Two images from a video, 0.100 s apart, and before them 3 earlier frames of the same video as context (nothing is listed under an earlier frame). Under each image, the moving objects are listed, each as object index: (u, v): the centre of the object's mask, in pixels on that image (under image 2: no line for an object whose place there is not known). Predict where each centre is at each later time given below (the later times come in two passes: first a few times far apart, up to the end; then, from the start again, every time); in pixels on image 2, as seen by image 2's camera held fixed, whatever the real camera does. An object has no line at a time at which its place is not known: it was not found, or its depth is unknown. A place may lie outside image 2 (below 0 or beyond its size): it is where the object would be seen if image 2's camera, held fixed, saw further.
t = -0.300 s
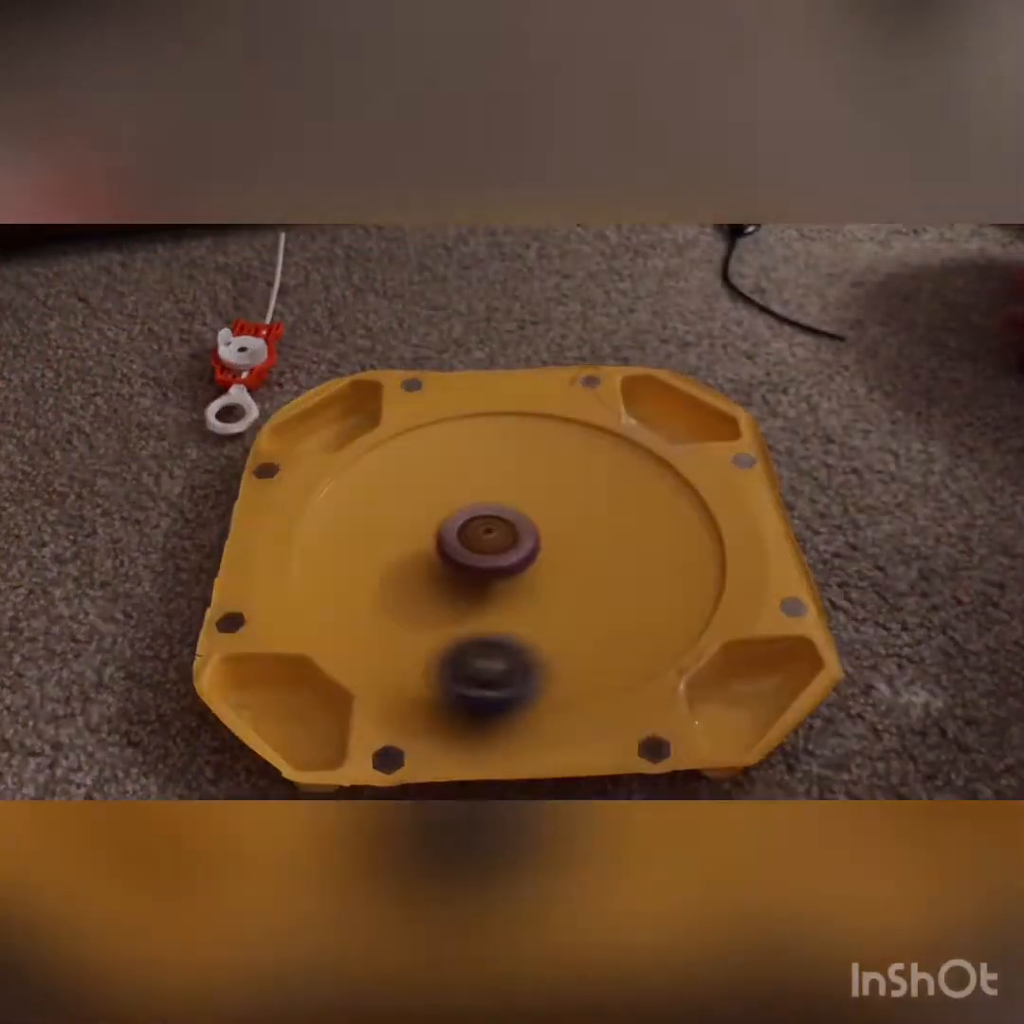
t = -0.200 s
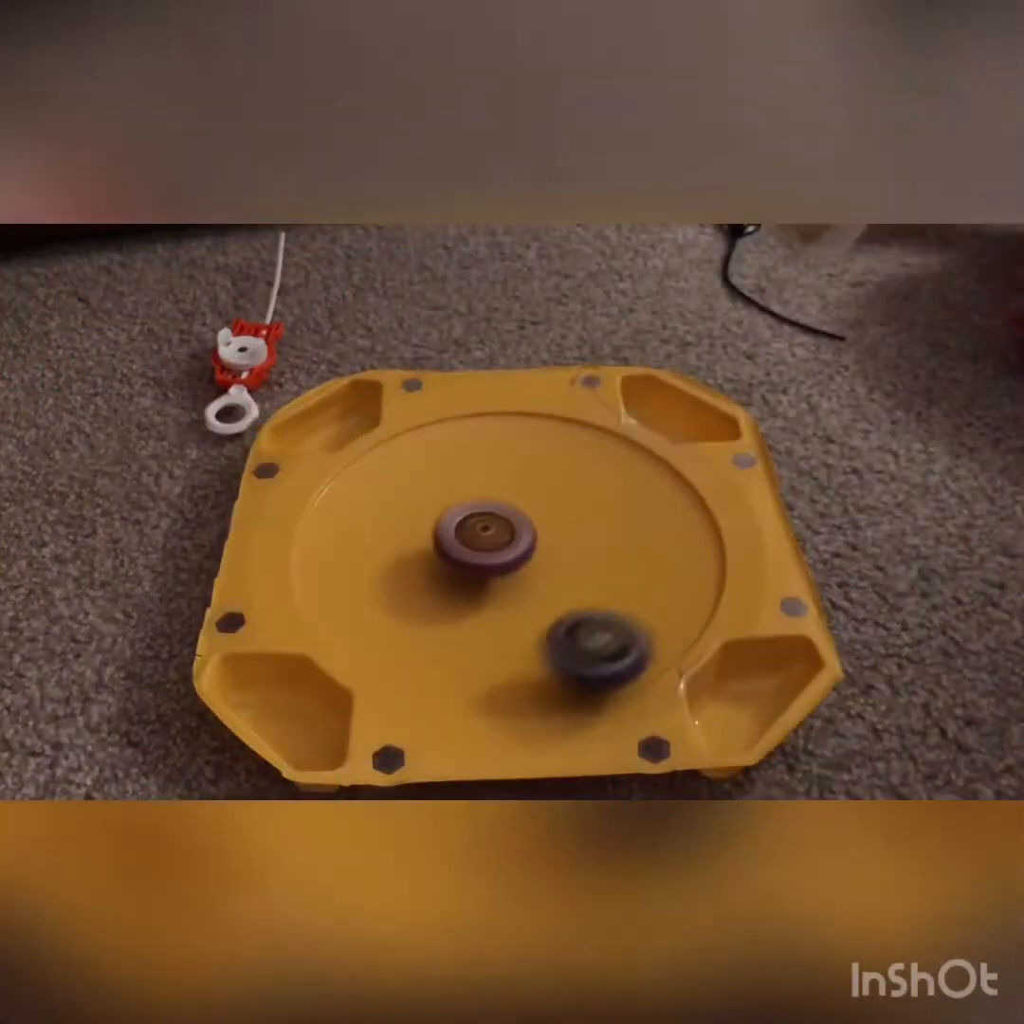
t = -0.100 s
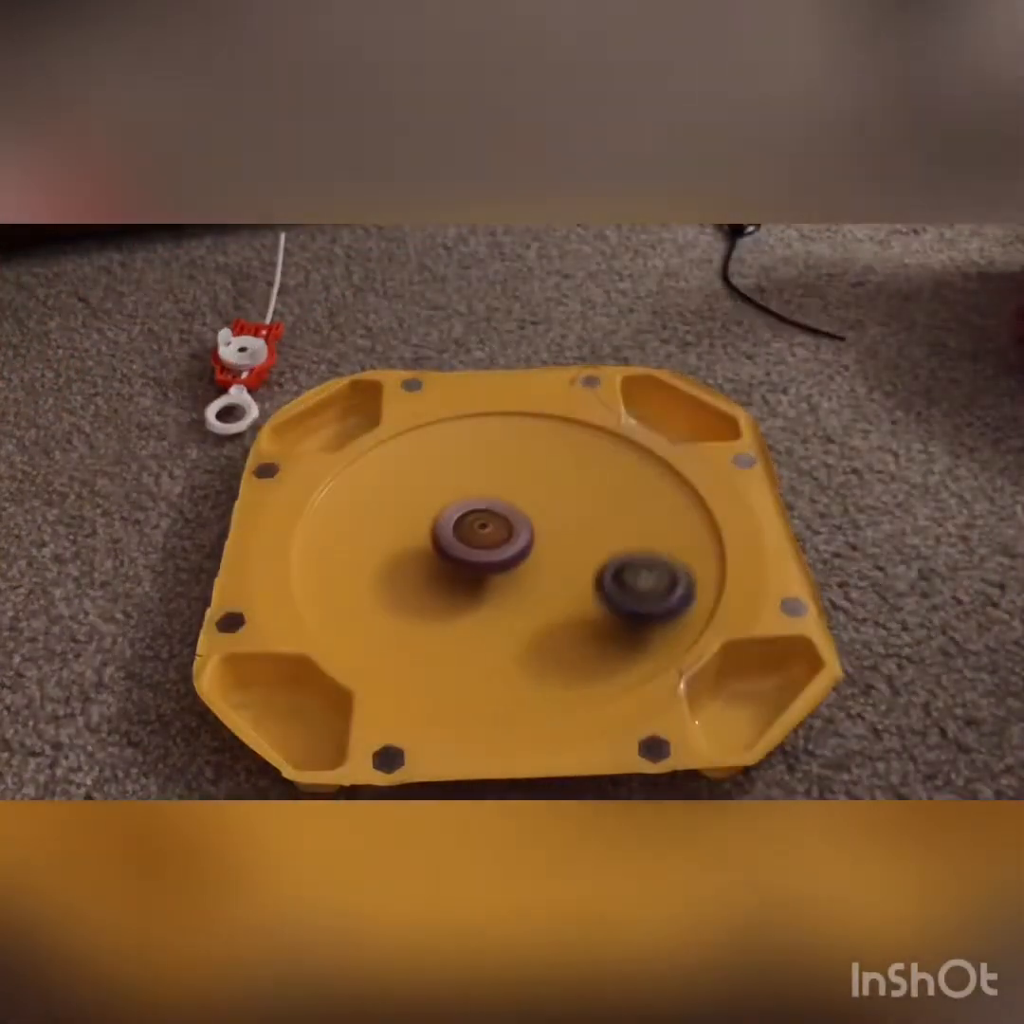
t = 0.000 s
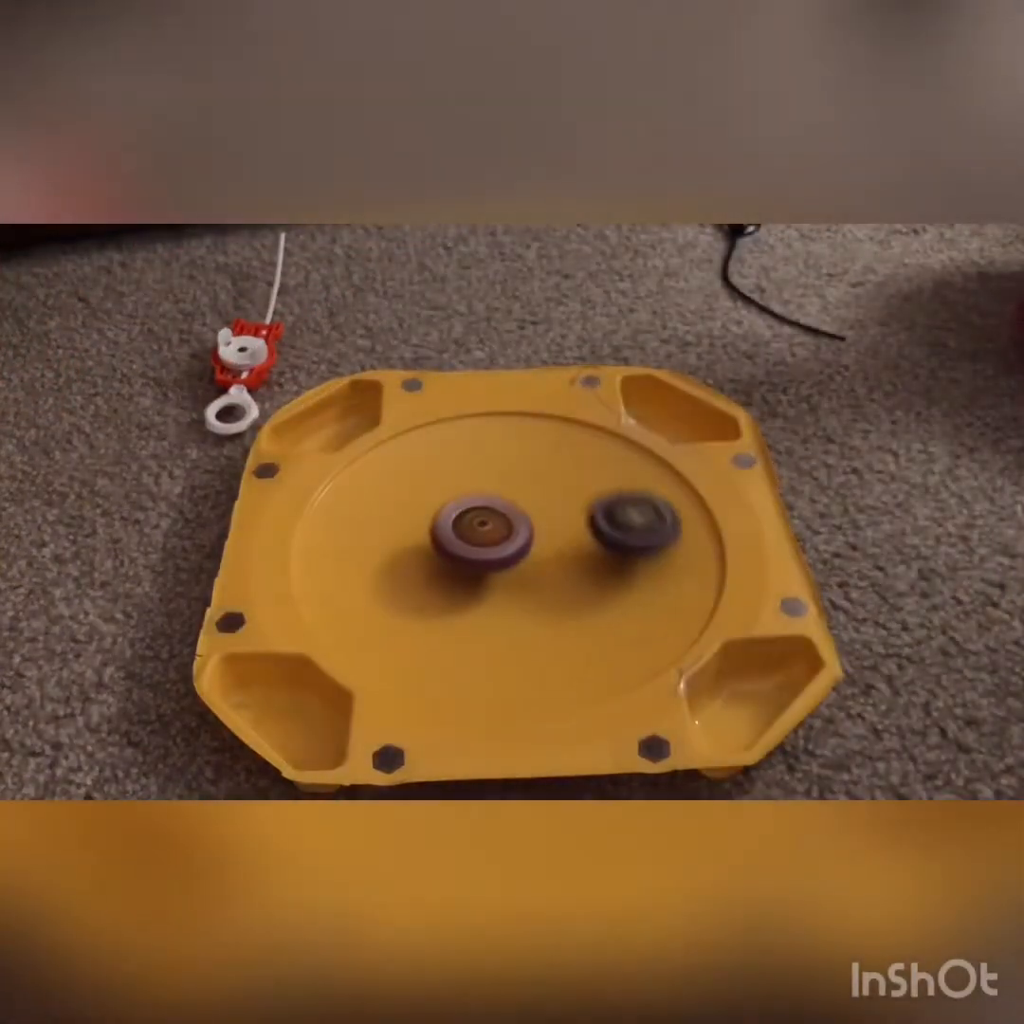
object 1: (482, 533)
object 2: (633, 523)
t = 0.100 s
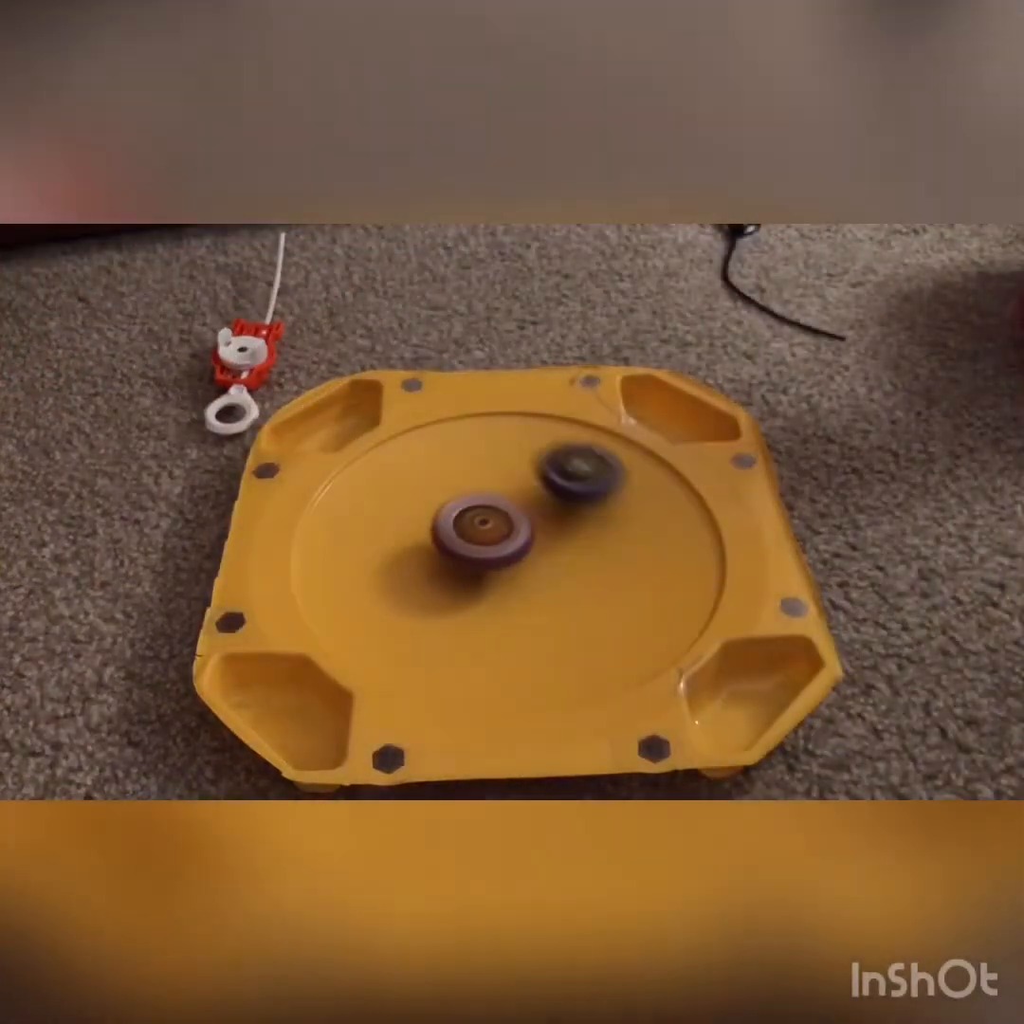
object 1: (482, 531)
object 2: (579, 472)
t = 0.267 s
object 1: (489, 528)
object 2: (449, 432)
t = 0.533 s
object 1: (500, 524)
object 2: (307, 539)
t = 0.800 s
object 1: (511, 523)
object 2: (529, 617)
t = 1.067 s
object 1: (519, 527)
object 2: (648, 478)
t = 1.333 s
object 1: (526, 534)
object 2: (487, 407)
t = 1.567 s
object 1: (527, 539)
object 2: (386, 520)
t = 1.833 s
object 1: (522, 543)
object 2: (543, 639)
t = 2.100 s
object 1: (510, 546)
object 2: (710, 538)
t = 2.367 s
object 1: (499, 547)
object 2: (553, 455)
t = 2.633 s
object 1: (493, 544)
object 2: (362, 513)
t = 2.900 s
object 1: (491, 536)
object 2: (406, 648)
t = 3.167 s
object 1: (493, 530)
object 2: (607, 589)
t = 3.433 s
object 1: (500, 526)
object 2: (562, 452)
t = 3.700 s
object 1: (510, 525)
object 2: (390, 435)
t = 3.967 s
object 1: (517, 528)
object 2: (385, 569)
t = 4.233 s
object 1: (523, 534)
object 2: (598, 600)
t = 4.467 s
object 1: (524, 539)
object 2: (689, 498)
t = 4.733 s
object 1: (519, 544)
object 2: (540, 441)
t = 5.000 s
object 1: (508, 544)
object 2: (399, 530)
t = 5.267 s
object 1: (497, 542)
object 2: (460, 652)
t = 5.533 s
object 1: (493, 539)
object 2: (625, 591)
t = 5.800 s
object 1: (492, 534)
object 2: (552, 475)
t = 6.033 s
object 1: (499, 530)
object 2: (409, 451)
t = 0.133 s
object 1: (484, 530)
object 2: (555, 459)
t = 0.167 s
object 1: (485, 530)
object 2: (531, 448)
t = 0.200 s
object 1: (486, 529)
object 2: (504, 440)
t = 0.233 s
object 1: (487, 529)
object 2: (477, 435)
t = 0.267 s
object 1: (489, 528)
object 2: (449, 432)
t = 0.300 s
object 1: (490, 528)
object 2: (422, 433)
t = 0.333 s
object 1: (491, 527)
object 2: (393, 437)
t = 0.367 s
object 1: (492, 527)
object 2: (368, 444)
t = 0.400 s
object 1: (494, 526)
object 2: (343, 454)
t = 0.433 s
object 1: (496, 526)
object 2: (323, 469)
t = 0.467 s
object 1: (498, 525)
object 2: (313, 491)
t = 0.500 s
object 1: (499, 525)
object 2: (307, 515)
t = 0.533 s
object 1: (500, 524)
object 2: (307, 539)
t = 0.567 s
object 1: (502, 524)
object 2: (317, 561)
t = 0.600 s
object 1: (503, 523)
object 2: (336, 581)
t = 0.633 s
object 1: (505, 523)
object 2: (362, 599)
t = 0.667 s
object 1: (506, 523)
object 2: (393, 612)
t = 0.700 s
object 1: (508, 523)
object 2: (427, 620)
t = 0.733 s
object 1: (509, 523)
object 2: (460, 624)
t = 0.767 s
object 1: (510, 522)
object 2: (495, 622)
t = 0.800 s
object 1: (511, 523)
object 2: (529, 617)
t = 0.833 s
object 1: (512, 523)
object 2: (558, 606)
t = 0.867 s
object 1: (513, 524)
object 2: (585, 593)
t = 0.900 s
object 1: (514, 524)
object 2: (607, 577)
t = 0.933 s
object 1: (515, 524)
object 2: (625, 558)
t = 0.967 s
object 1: (516, 525)
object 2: (638, 538)
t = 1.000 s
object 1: (517, 525)
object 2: (646, 519)
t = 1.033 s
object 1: (518, 526)
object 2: (650, 499)
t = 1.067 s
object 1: (519, 527)
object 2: (648, 478)
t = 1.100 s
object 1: (520, 528)
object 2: (640, 459)
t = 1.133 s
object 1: (521, 529)
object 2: (628, 442)
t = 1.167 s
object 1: (522, 530)
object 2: (610, 428)
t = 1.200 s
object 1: (523, 531)
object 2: (589, 414)
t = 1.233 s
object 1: (524, 532)
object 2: (566, 406)
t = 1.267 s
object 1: (525, 532)
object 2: (540, 402)
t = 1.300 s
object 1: (525, 533)
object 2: (513, 403)
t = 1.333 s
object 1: (526, 534)
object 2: (487, 407)
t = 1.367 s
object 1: (527, 535)
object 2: (462, 415)
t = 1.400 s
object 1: (527, 536)
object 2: (440, 427)
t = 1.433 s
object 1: (528, 537)
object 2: (421, 442)
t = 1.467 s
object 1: (528, 537)
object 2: (406, 460)
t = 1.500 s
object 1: (528, 538)
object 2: (394, 478)
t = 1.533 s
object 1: (528, 539)
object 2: (388, 498)
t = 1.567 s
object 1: (527, 539)
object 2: (386, 520)
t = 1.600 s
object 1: (527, 539)
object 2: (389, 541)
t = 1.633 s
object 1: (527, 540)
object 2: (399, 561)
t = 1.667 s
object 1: (527, 540)
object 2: (412, 581)
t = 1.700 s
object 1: (527, 541)
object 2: (431, 599)
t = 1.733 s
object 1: (526, 541)
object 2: (454, 614)
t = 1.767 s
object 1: (525, 541)
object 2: (481, 627)
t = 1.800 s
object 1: (524, 542)
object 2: (512, 635)
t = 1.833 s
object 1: (522, 543)
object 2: (543, 639)
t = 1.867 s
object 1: (521, 543)
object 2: (574, 639)
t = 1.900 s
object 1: (519, 544)
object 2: (605, 635)
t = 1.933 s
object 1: (518, 544)
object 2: (634, 625)
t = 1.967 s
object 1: (516, 544)
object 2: (661, 611)
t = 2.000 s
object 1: (515, 545)
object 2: (681, 596)
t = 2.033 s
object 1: (513, 545)
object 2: (698, 577)
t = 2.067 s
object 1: (512, 546)
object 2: (707, 558)
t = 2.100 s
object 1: (510, 546)
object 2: (710, 538)
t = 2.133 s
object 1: (508, 546)
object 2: (705, 520)
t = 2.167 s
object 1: (507, 546)
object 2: (694, 502)
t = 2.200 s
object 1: (505, 547)
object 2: (677, 488)
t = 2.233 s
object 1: (504, 547)
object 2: (656, 476)
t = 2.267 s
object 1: (502, 547)
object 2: (632, 467)
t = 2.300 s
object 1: (501, 547)
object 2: (606, 460)
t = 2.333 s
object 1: (499, 548)
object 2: (579, 457)
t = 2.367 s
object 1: (499, 547)
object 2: (553, 455)
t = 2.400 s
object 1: (497, 547)
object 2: (526, 456)
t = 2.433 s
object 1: (497, 546)
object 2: (499, 459)
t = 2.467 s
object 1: (496, 546)
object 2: (473, 463)
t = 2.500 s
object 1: (495, 546)
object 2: (447, 470)
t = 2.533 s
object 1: (494, 545)
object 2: (423, 478)
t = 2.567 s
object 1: (493, 545)
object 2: (401, 488)
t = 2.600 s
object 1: (493, 544)
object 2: (380, 500)
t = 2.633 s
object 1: (493, 544)
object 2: (362, 513)
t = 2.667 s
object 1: (492, 543)
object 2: (347, 529)
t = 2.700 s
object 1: (492, 542)
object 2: (337, 546)
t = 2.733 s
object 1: (491, 541)
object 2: (332, 564)
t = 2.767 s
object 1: (491, 540)
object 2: (333, 582)
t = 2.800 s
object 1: (491, 539)
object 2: (341, 601)
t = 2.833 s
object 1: (491, 538)
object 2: (356, 618)
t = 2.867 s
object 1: (491, 537)
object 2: (378, 635)
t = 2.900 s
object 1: (491, 536)
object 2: (406, 648)
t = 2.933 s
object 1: (491, 535)
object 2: (436, 657)
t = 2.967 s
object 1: (491, 534)
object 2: (469, 661)
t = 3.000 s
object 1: (491, 533)
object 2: (502, 659)
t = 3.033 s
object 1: (491, 533)
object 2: (530, 651)
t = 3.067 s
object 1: (491, 532)
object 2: (557, 639)
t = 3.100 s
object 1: (492, 531)
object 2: (578, 625)
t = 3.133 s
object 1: (492, 531)
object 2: (594, 608)
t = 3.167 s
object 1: (493, 530)
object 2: (607, 589)
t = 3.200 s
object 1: (493, 530)
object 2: (614, 570)
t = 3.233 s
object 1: (494, 529)
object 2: (618, 551)
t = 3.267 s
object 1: (495, 528)
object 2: (617, 532)
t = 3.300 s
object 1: (496, 527)
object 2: (613, 514)
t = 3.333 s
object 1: (497, 527)
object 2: (604, 496)
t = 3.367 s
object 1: (497, 526)
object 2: (592, 479)
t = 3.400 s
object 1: (499, 526)
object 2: (578, 465)
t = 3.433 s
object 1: (500, 526)
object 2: (562, 452)
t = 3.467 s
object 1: (501, 526)
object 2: (543, 440)
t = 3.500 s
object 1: (503, 525)
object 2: (524, 431)
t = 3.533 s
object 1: (504, 525)
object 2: (502, 423)
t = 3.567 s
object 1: (505, 525)
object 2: (479, 419)
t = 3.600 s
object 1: (506, 524)
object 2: (456, 418)
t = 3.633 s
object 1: (508, 525)
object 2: (434, 421)
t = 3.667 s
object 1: (509, 525)
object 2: (411, 426)
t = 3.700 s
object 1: (510, 525)
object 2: (390, 435)
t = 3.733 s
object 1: (511, 525)
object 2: (372, 447)
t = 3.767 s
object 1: (512, 525)
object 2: (358, 461)
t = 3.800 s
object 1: (513, 526)
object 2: (349, 478)
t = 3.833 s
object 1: (513, 526)
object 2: (344, 496)
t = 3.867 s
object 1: (514, 526)
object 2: (346, 516)
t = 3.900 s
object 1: (515, 527)
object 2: (354, 536)
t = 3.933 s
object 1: (516, 527)
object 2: (367, 553)
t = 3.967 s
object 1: (517, 528)
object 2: (385, 569)
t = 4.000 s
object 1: (519, 528)
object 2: (407, 583)
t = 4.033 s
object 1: (519, 529)
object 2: (430, 594)
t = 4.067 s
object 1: (520, 530)
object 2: (458, 604)
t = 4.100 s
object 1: (521, 531)
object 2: (487, 610)
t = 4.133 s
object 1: (521, 532)
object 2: (514, 611)
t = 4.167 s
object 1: (522, 532)
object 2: (543, 611)
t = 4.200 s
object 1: (522, 533)
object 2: (570, 607)
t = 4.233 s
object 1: (523, 534)
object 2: (598, 600)
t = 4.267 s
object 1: (523, 535)
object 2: (622, 590)
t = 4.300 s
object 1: (523, 536)
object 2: (643, 578)
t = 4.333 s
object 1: (524, 536)
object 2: (661, 565)
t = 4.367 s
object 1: (524, 537)
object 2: (676, 549)
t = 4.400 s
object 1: (524, 538)
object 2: (686, 532)
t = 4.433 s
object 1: (524, 538)
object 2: (691, 515)
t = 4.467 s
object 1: (524, 539)
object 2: (689, 498)
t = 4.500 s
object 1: (523, 539)
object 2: (682, 481)
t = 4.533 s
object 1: (524, 539)
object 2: (669, 468)
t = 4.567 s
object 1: (523, 540)
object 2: (652, 456)
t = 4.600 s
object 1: (522, 542)
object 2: (633, 447)
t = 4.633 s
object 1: (521, 543)
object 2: (611, 441)
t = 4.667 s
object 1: (521, 543)
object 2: (588, 438)
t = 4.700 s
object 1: (520, 544)
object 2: (565, 439)
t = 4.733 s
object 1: (519, 544)
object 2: (540, 441)
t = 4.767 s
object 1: (518, 544)
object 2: (517, 447)
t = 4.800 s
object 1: (517, 544)
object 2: (494, 454)
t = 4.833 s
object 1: (515, 544)
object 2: (474, 463)
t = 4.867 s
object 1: (514, 544)
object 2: (454, 475)
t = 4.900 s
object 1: (513, 544)
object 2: (437, 486)
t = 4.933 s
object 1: (511, 544)
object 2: (422, 500)
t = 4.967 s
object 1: (509, 544)
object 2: (409, 514)
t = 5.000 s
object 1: (508, 544)
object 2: (399, 530)
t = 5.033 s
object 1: (507, 544)
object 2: (392, 547)
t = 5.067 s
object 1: (505, 544)
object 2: (389, 564)
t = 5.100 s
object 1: (504, 544)
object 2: (389, 581)
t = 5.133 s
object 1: (502, 544)
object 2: (394, 598)
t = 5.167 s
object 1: (501, 543)
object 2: (403, 614)
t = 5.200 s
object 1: (499, 543)
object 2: (418, 628)
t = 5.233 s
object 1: (498, 543)
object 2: (437, 641)
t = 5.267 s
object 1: (497, 542)
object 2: (460, 652)
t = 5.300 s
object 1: (496, 542)
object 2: (487, 658)
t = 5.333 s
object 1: (496, 542)
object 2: (514, 659)
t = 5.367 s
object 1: (496, 541)
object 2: (541, 657)
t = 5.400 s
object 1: (495, 541)
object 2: (566, 649)
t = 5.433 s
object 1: (494, 540)
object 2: (588, 638)
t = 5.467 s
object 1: (493, 539)
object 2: (604, 624)
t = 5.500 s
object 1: (493, 539)
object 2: (616, 608)
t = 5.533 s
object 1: (493, 539)
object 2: (625, 591)
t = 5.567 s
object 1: (492, 539)
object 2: (627, 574)
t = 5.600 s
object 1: (492, 538)
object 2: (626, 557)
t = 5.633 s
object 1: (492, 537)
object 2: (621, 541)
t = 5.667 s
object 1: (492, 536)
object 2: (612, 524)
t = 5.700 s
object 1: (492, 535)
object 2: (600, 510)
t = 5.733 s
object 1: (492, 535)
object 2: (586, 497)
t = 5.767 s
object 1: (491, 535)
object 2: (570, 485)
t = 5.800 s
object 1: (492, 534)
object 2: (552, 475)
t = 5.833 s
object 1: (493, 534)
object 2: (534, 466)
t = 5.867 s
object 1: (494, 533)
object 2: (513, 459)
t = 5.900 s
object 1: (494, 533)
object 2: (494, 453)
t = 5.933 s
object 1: (496, 532)
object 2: (472, 449)
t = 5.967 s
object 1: (497, 532)
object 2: (451, 448)
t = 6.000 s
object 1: (498, 531)
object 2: (430, 447)
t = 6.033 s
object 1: (499, 530)
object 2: (409, 451)
